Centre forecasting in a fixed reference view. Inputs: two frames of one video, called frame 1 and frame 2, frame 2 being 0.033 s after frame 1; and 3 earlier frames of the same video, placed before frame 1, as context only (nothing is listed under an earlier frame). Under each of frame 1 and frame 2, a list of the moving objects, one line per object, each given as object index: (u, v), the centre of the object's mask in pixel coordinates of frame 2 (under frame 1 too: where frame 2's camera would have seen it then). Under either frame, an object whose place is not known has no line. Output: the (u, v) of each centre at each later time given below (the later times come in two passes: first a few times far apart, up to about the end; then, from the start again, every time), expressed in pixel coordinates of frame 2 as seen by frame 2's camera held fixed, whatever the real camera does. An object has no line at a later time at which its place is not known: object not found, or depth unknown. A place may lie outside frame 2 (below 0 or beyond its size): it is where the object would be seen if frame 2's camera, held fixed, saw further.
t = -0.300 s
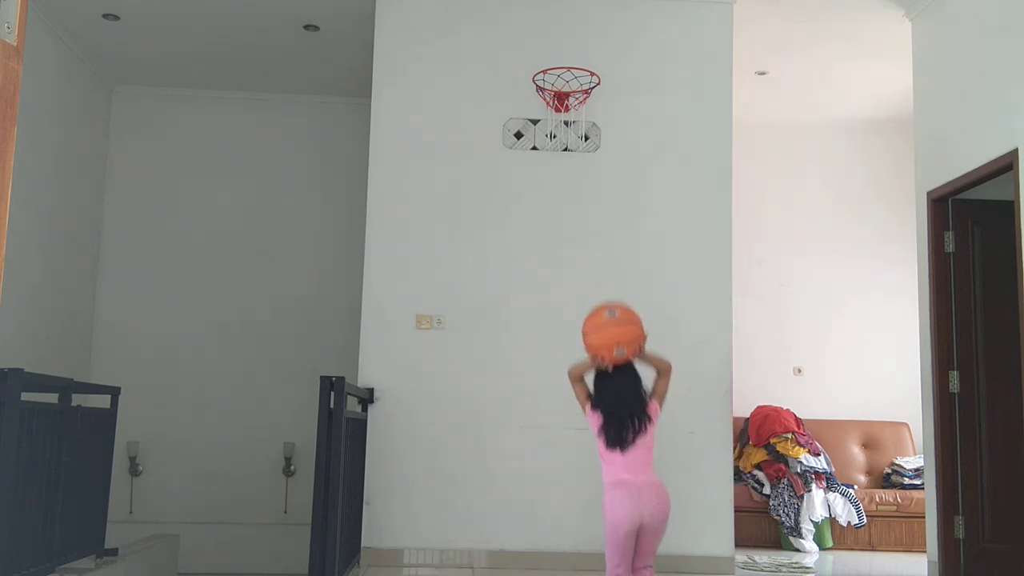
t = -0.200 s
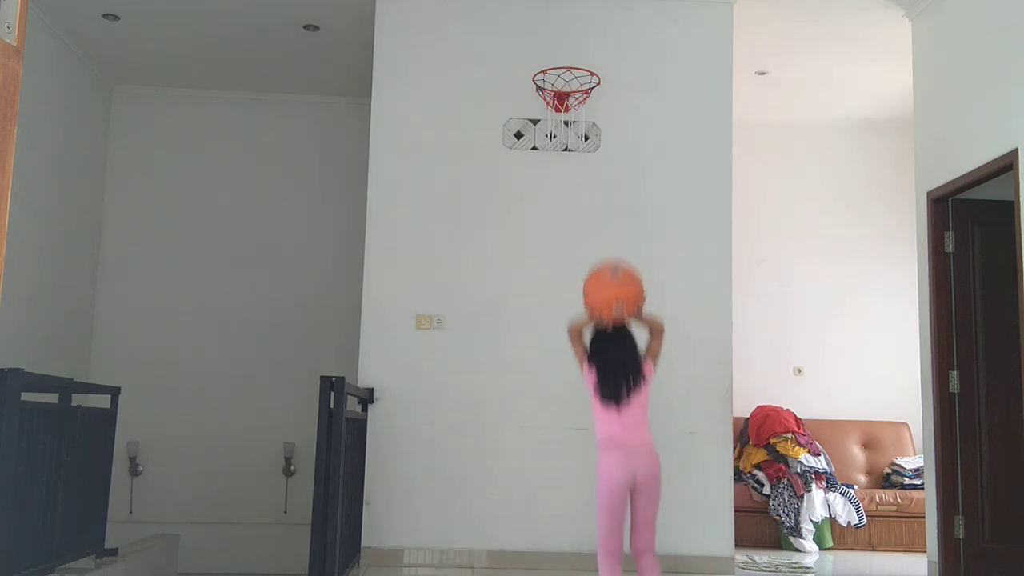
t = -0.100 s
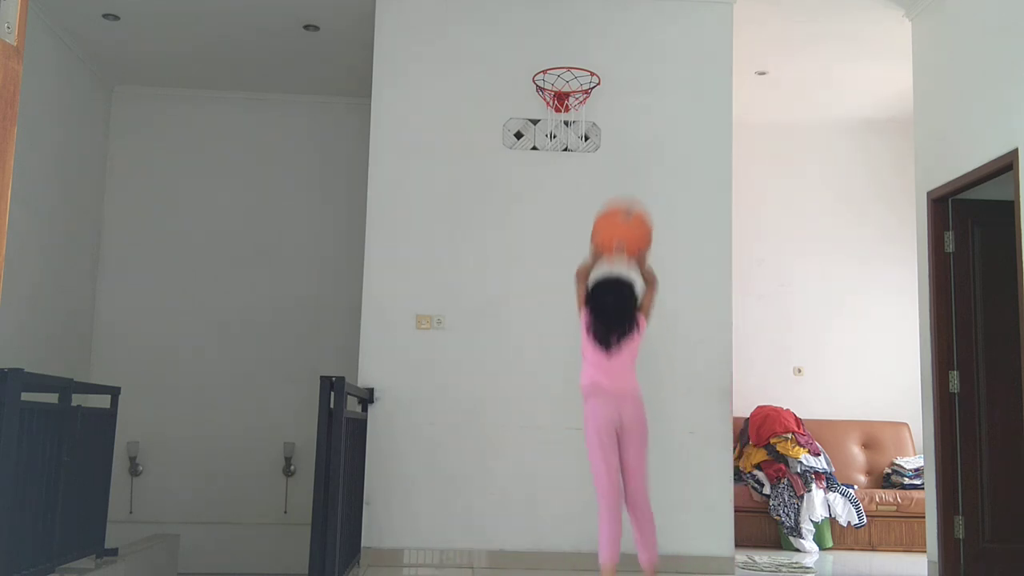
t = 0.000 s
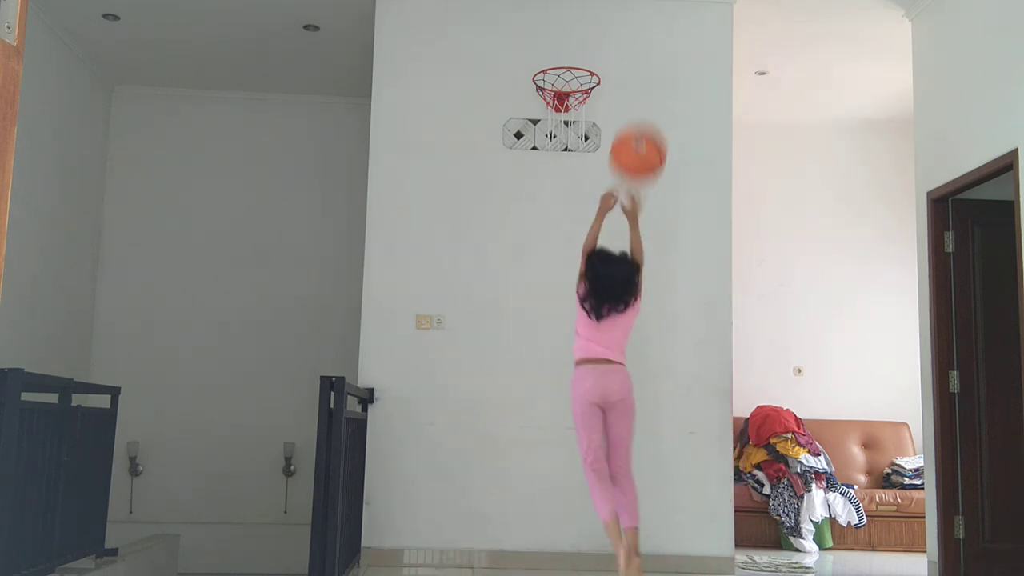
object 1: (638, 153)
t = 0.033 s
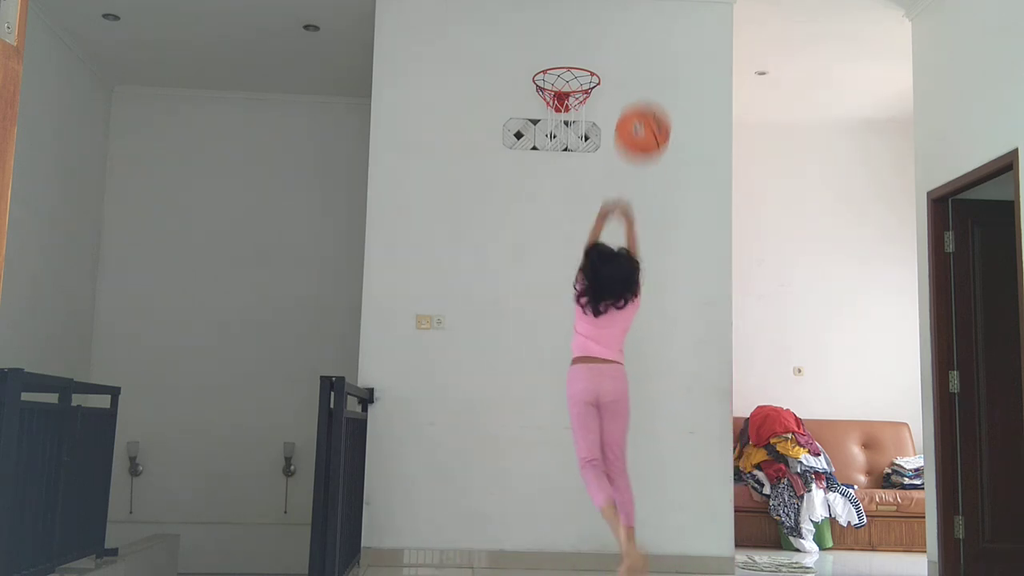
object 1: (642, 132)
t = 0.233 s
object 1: (664, 61)
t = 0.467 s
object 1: (681, 80)
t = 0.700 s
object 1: (694, 179)
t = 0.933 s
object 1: (731, 285)
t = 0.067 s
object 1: (647, 112)
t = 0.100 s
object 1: (650, 97)
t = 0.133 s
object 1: (654, 84)
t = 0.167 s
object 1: (658, 74)
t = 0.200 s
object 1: (661, 66)
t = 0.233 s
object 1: (664, 61)
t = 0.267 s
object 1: (666, 58)
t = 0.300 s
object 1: (669, 57)
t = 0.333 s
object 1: (672, 58)
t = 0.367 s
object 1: (674, 61)
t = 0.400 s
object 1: (677, 66)
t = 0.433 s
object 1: (679, 72)
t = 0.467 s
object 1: (681, 80)
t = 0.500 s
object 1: (683, 90)
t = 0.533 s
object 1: (685, 101)
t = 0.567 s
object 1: (687, 114)
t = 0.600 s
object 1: (689, 128)
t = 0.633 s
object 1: (691, 144)
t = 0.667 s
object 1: (693, 162)
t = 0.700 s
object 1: (694, 179)
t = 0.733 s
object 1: (698, 190)
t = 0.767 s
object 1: (703, 200)
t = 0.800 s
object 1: (709, 214)
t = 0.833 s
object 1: (714, 228)
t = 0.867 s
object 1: (720, 245)
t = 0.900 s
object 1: (725, 264)
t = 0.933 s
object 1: (731, 285)
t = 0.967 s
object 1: (738, 310)
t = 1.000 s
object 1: (745, 340)
